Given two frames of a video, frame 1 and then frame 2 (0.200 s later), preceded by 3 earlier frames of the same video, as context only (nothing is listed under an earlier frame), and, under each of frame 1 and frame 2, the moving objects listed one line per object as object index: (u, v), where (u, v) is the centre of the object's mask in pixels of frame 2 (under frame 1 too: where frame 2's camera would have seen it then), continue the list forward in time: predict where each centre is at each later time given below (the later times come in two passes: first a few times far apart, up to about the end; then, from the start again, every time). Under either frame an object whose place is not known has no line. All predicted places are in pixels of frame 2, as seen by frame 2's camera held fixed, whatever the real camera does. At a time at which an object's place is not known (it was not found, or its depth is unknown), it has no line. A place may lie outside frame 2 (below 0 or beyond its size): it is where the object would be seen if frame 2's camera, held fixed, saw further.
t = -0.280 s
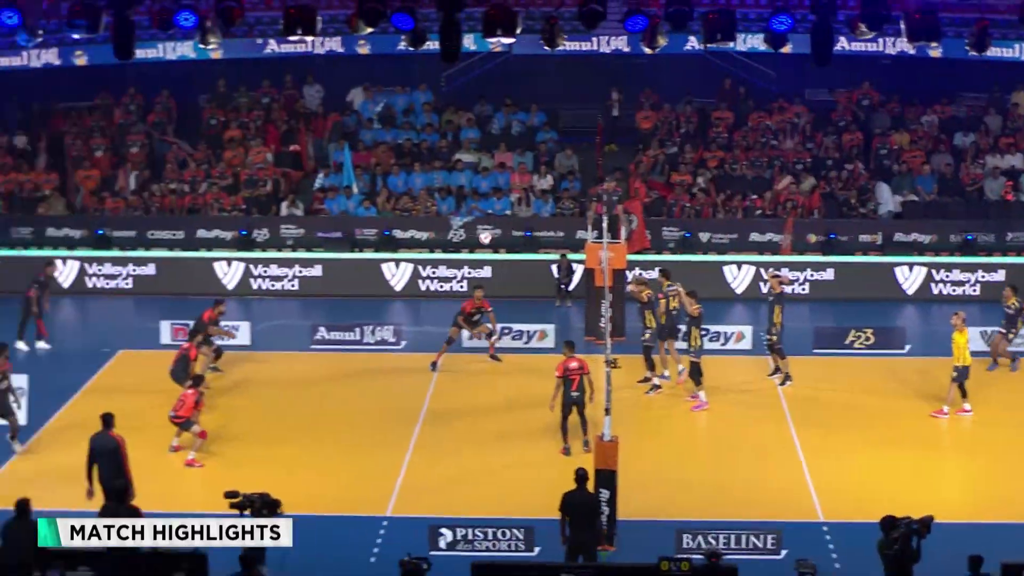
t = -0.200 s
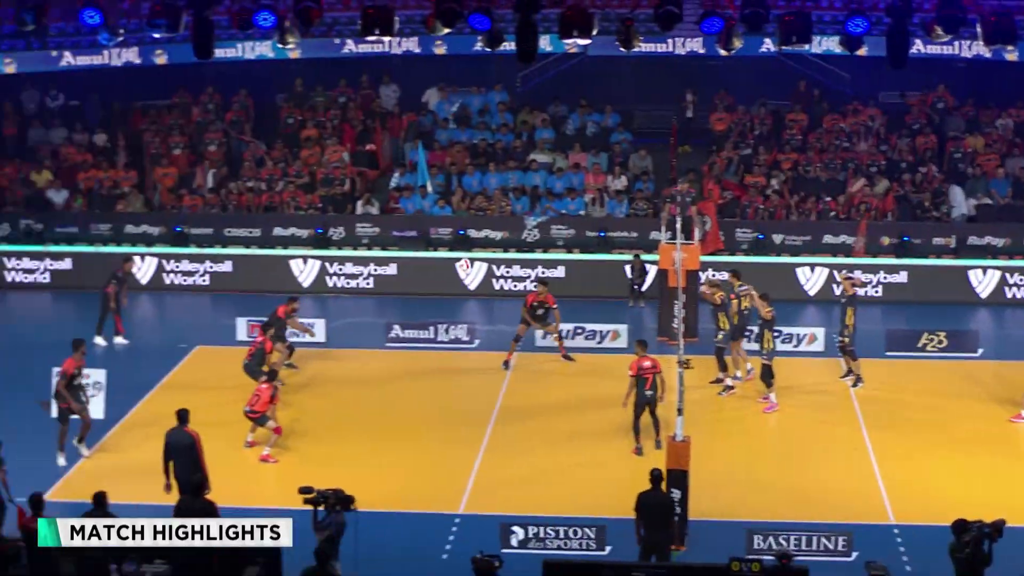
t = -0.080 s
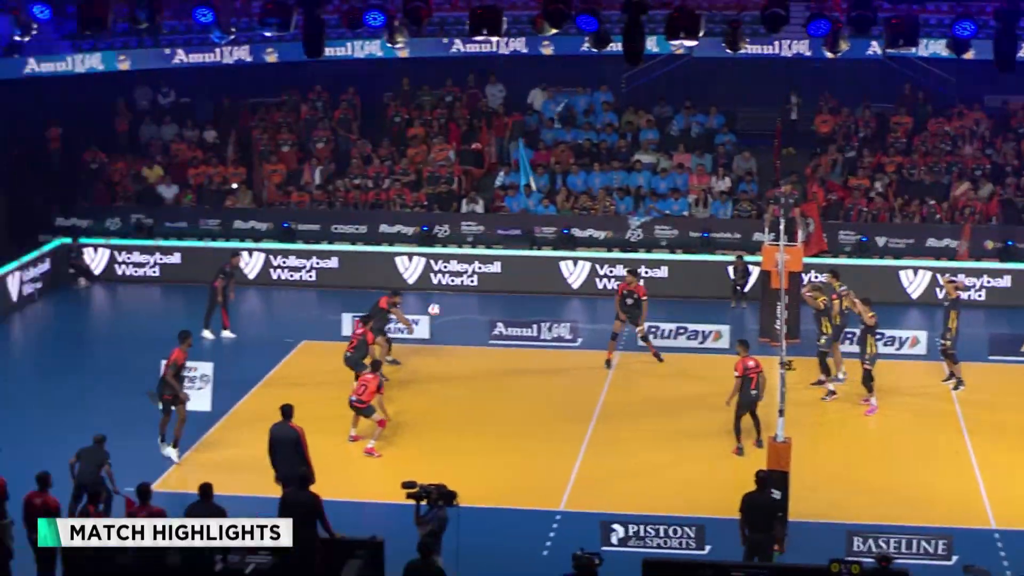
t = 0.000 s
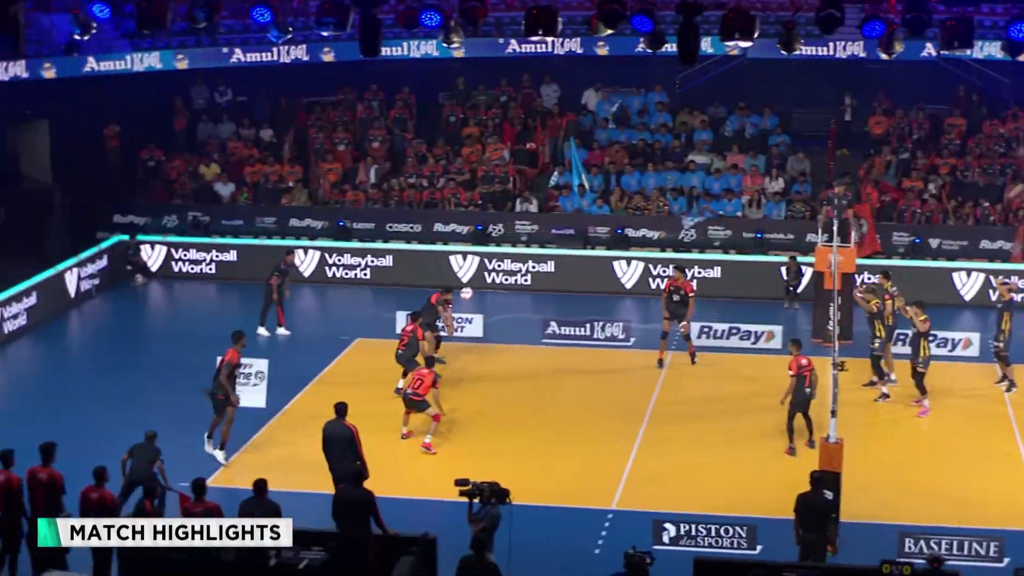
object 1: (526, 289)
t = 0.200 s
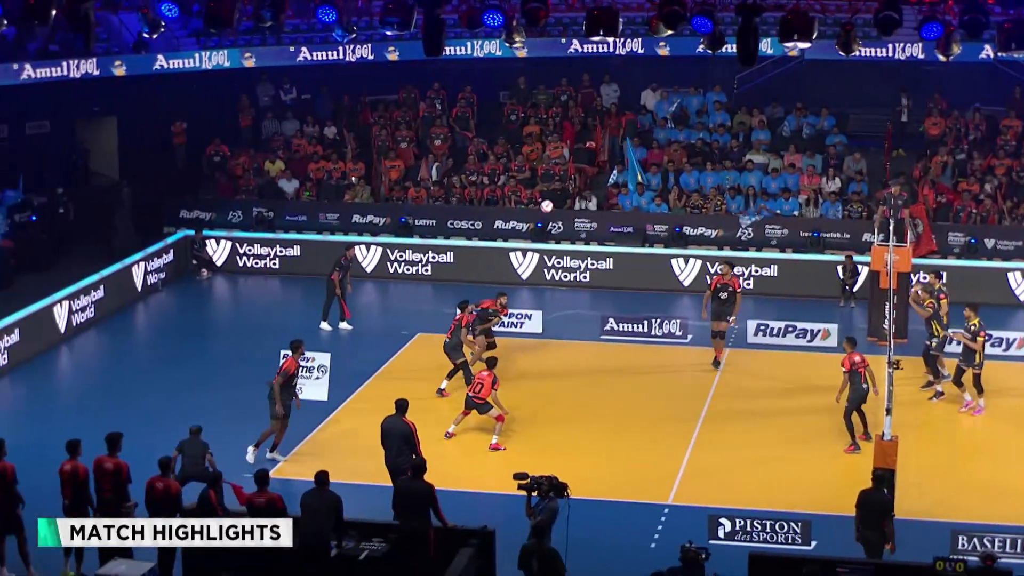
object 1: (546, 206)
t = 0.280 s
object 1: (556, 178)
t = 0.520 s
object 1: (576, 114)
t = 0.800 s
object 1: (599, 80)
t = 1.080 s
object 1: (621, 91)
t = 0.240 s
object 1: (550, 192)
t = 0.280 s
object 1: (556, 178)
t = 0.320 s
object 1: (559, 165)
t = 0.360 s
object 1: (563, 153)
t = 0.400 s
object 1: (566, 143)
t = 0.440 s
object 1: (569, 133)
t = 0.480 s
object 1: (572, 123)
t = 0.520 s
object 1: (576, 114)
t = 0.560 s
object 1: (580, 107)
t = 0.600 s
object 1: (583, 100)
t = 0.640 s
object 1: (586, 94)
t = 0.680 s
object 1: (589, 90)
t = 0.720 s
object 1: (593, 86)
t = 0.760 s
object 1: (596, 82)
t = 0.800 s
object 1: (599, 80)
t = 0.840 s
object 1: (603, 79)
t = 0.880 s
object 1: (606, 78)
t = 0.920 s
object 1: (609, 79)
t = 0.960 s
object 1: (612, 81)
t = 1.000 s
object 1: (615, 84)
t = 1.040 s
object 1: (618, 86)
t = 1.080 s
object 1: (621, 91)
